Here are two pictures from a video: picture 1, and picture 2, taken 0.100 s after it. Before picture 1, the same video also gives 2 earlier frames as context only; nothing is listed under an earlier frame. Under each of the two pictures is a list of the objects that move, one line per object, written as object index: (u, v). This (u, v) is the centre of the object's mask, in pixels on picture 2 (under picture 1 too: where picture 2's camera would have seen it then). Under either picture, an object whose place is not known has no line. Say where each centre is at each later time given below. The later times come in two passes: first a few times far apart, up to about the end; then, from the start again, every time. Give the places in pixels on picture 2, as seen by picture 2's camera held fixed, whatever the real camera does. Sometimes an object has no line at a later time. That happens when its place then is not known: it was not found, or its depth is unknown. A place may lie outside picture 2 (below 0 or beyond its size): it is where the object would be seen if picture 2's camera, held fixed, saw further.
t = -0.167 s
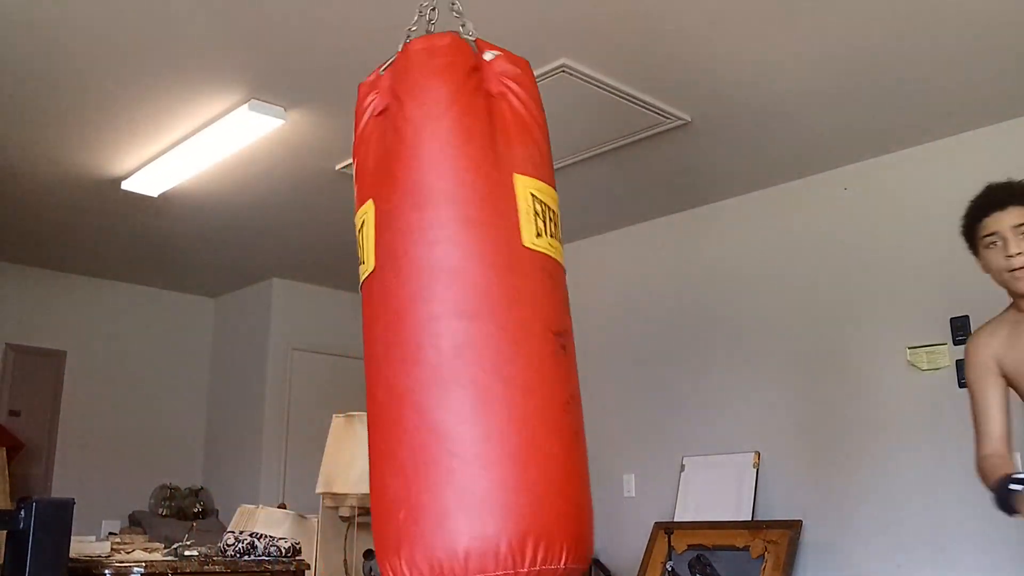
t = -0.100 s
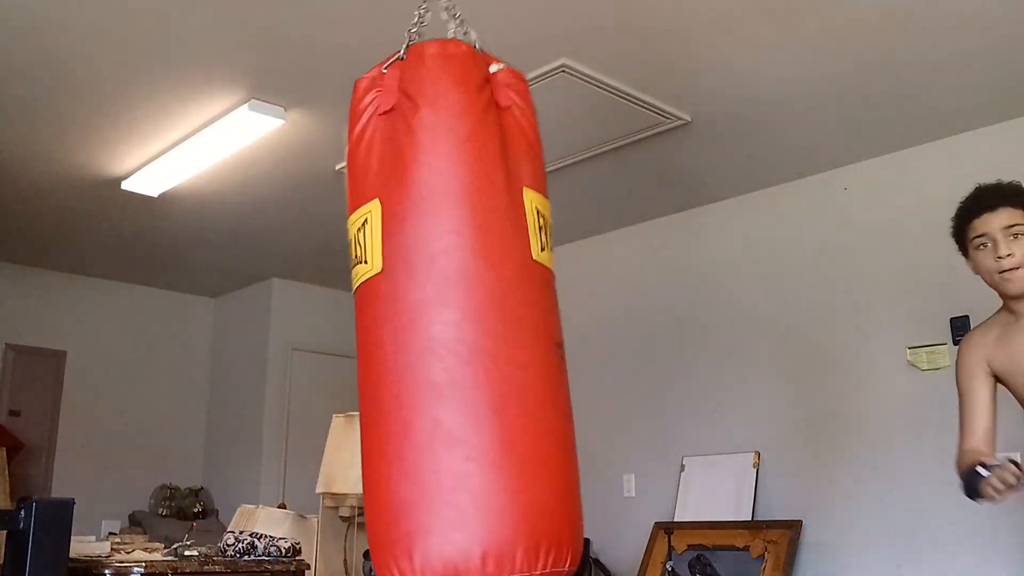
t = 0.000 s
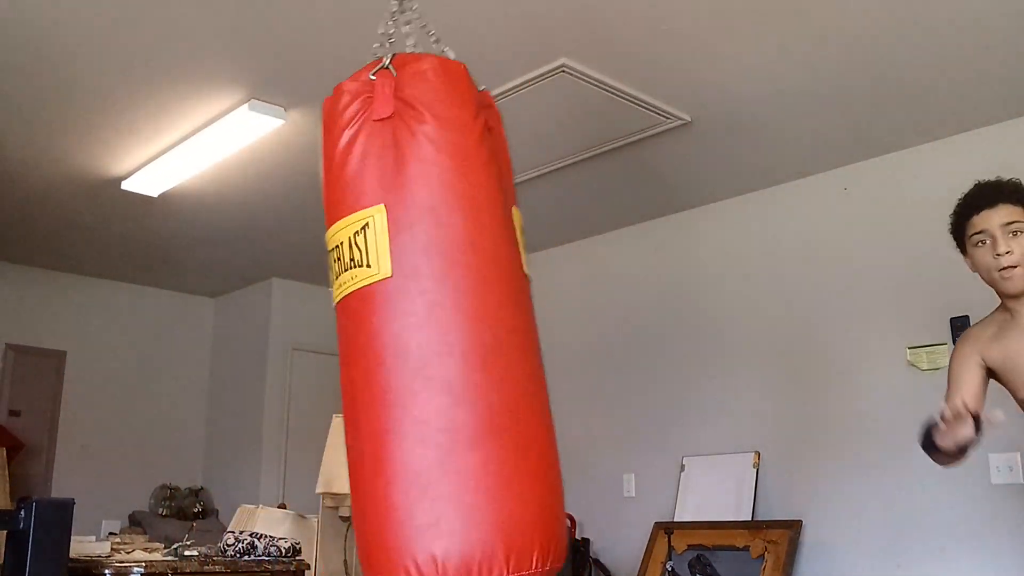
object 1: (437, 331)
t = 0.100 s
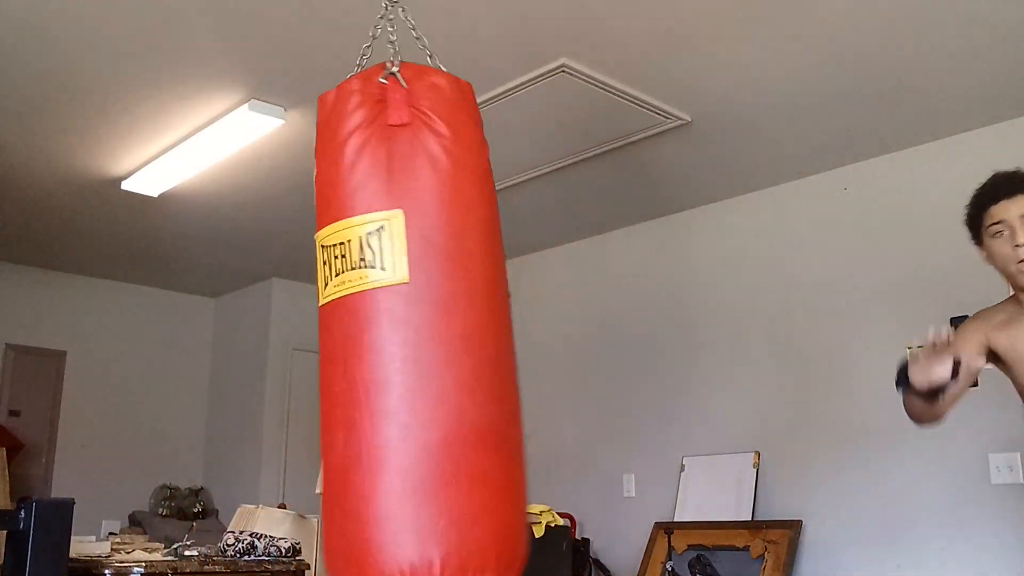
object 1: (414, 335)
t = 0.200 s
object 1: (395, 337)
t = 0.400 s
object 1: (344, 338)
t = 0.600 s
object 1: (311, 344)
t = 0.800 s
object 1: (285, 340)
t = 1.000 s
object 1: (286, 343)
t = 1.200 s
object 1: (307, 334)
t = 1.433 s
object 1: (356, 331)
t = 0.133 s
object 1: (408, 336)
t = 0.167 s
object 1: (402, 336)
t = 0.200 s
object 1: (395, 337)
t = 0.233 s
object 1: (387, 336)
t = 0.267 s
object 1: (379, 337)
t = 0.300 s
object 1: (370, 338)
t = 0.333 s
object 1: (361, 338)
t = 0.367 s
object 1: (352, 338)
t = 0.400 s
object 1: (344, 338)
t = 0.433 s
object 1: (336, 339)
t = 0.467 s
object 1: (330, 340)
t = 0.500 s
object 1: (324, 342)
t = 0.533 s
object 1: (319, 342)
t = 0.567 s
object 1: (315, 344)
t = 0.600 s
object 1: (311, 344)
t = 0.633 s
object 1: (306, 345)
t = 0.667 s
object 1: (301, 344)
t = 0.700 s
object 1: (296, 344)
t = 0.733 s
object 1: (291, 342)
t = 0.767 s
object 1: (288, 341)
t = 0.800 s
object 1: (285, 340)
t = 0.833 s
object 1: (283, 341)
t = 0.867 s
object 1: (282, 341)
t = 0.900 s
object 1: (283, 341)
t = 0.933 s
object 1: (283, 341)
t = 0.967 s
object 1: (284, 342)
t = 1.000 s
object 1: (286, 343)
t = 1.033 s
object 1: (288, 343)
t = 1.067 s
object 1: (291, 342)
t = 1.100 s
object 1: (294, 341)
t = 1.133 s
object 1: (298, 339)
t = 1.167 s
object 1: (302, 336)
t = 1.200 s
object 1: (307, 334)
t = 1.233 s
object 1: (312, 334)
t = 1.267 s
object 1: (319, 333)
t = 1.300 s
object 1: (326, 332)
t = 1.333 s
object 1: (333, 331)
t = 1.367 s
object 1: (340, 331)
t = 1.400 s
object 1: (349, 332)
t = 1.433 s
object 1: (356, 331)
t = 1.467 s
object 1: (364, 333)
